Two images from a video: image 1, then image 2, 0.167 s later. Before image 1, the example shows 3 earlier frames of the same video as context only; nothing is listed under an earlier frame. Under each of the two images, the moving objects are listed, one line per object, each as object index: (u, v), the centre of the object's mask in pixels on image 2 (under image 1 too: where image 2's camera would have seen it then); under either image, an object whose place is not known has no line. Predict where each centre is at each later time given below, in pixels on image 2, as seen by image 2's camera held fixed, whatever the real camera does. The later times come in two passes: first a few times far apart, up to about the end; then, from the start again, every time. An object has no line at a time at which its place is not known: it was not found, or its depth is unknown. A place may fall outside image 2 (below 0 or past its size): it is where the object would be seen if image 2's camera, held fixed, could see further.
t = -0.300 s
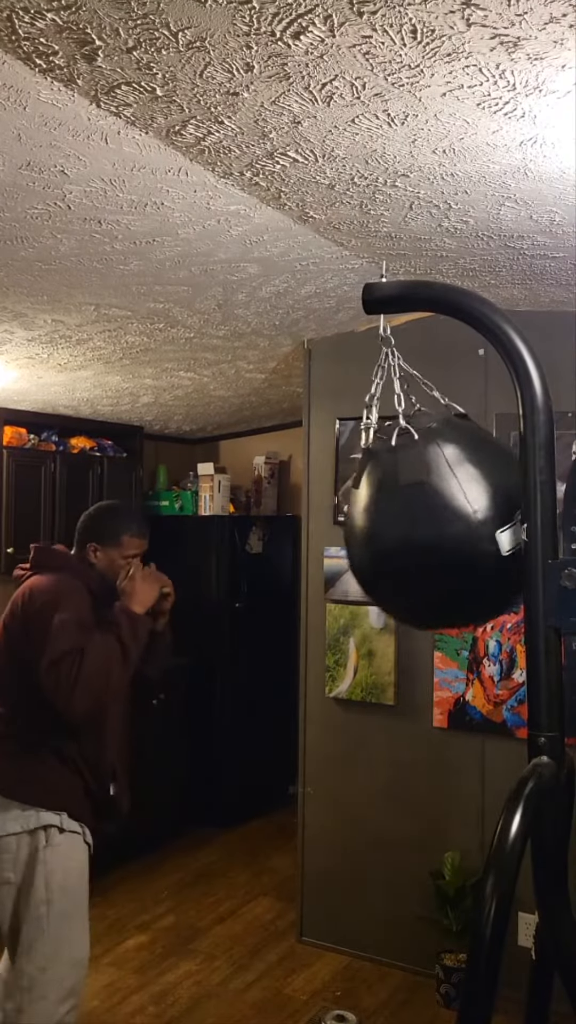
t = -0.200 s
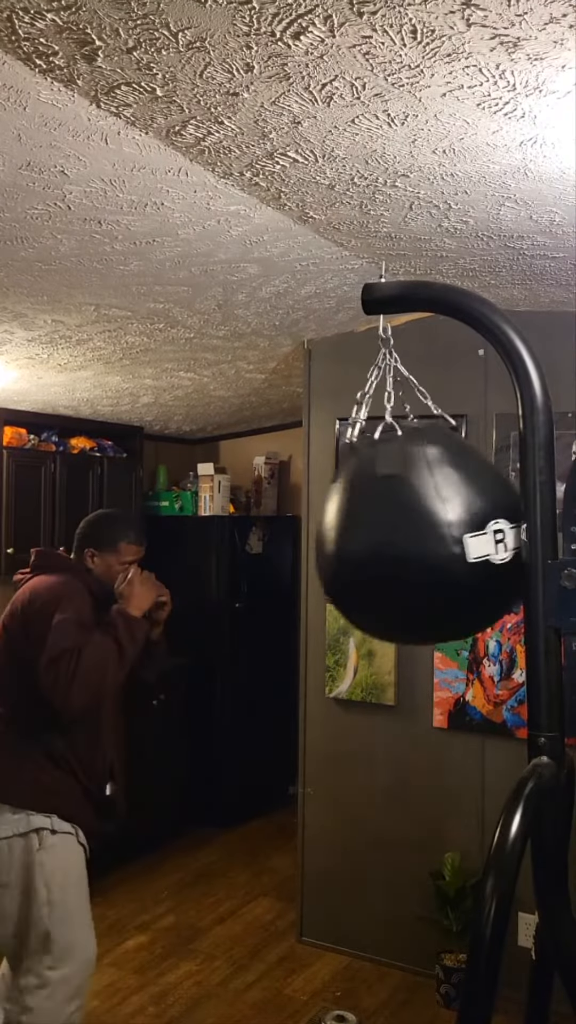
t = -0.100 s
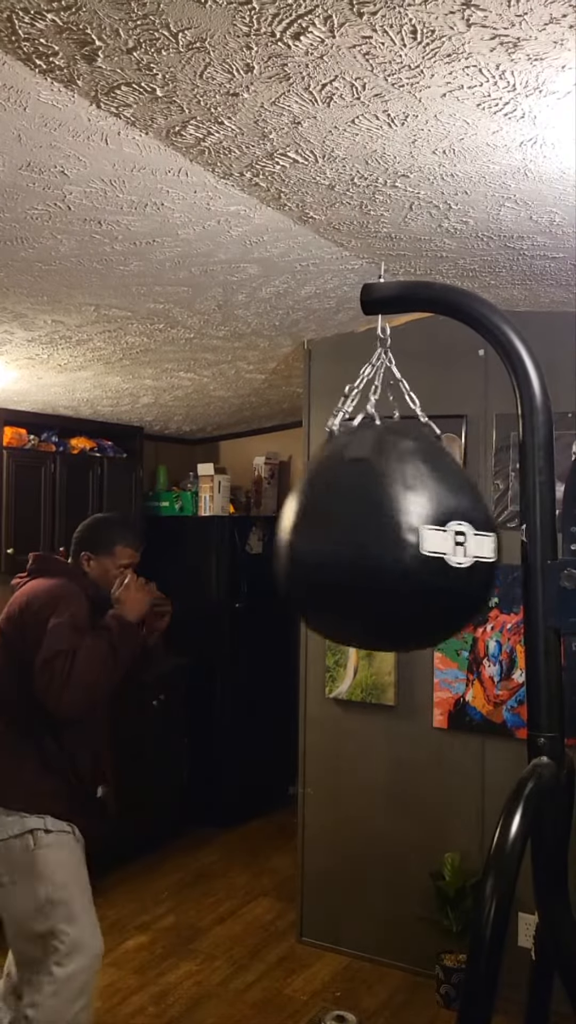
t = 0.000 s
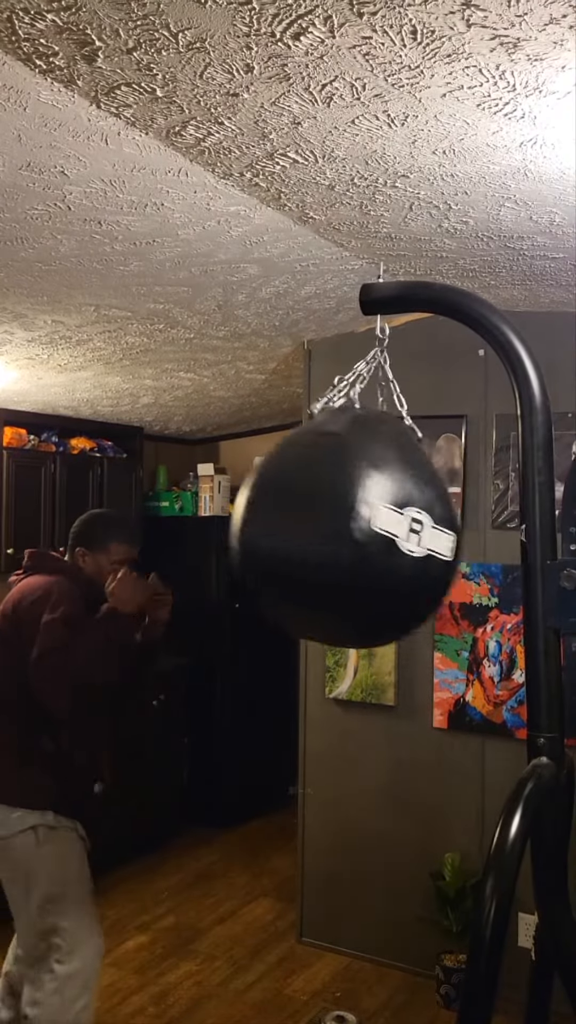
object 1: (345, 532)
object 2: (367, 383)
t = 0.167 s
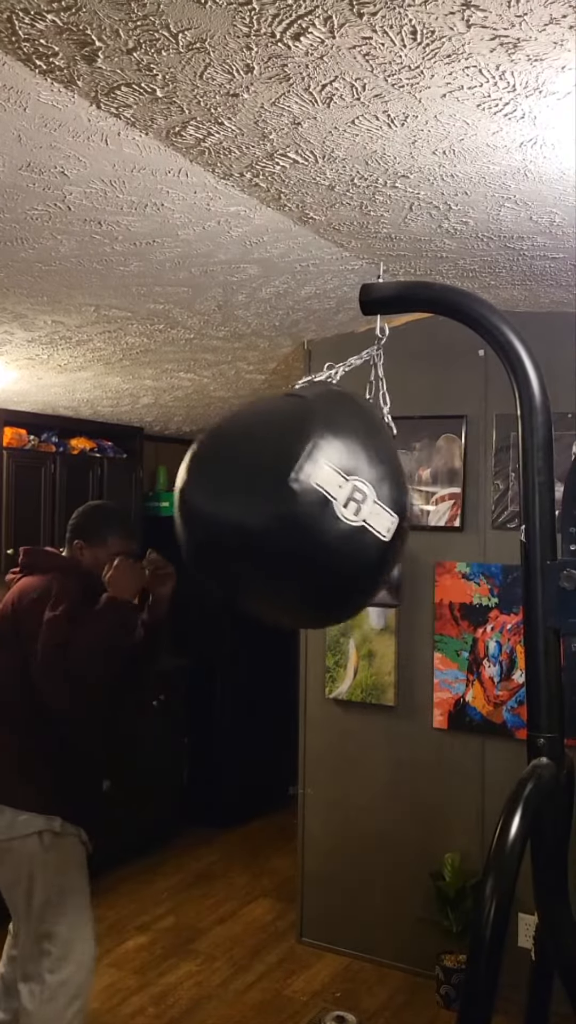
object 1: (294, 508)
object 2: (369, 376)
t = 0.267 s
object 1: (281, 505)
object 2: (368, 376)
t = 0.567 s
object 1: (337, 538)
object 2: (359, 388)
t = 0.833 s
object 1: (431, 525)
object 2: (388, 396)
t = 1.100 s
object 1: (449, 511)
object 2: (397, 392)
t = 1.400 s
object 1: (390, 541)
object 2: (375, 391)
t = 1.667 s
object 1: (295, 518)
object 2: (355, 374)
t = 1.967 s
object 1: (304, 524)
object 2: (358, 379)
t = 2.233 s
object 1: (397, 542)
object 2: (385, 393)
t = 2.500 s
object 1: (450, 519)
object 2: (403, 390)
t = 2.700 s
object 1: (445, 524)
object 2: (397, 390)
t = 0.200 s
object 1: (288, 505)
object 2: (369, 375)
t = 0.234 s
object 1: (285, 502)
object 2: (368, 375)
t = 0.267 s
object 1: (281, 505)
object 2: (368, 376)
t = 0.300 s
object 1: (280, 505)
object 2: (368, 375)
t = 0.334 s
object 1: (282, 507)
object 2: (368, 375)
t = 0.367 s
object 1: (286, 509)
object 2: (367, 379)
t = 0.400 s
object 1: (290, 515)
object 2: (354, 370)
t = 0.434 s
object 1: (296, 520)
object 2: (354, 373)
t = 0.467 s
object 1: (304, 524)
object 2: (355, 375)
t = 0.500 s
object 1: (314, 529)
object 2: (356, 380)
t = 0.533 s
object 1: (325, 534)
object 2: (358, 383)
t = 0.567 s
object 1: (337, 538)
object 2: (359, 388)
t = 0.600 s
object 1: (350, 541)
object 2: (362, 391)
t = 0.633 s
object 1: (363, 542)
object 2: (366, 393)
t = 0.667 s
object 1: (376, 542)
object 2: (370, 394)
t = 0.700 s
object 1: (390, 540)
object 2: (374, 395)
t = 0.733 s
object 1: (403, 537)
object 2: (379, 395)
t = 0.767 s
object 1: (414, 534)
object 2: (382, 394)
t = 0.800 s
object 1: (424, 530)
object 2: (385, 394)
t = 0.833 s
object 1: (431, 525)
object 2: (388, 396)
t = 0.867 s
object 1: (437, 520)
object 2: (391, 392)
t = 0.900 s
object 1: (441, 516)
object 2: (393, 391)
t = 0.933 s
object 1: (445, 513)
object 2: (395, 390)
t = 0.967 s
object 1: (447, 511)
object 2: (396, 390)
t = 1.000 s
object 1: (449, 510)
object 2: (397, 390)
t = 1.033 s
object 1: (450, 510)
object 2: (397, 390)
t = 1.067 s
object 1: (450, 510)
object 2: (397, 389)
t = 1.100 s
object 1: (449, 511)
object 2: (397, 392)
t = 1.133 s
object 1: (448, 514)
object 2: (396, 392)
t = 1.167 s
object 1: (446, 518)
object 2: (395, 393)
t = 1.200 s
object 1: (443, 523)
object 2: (393, 393)
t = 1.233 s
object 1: (438, 527)
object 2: (391, 393)
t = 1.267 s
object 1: (432, 531)
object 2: (389, 394)
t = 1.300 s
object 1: (425, 535)
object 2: (386, 394)
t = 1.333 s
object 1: (416, 539)
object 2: (382, 393)
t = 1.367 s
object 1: (404, 541)
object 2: (379, 393)
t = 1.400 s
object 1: (390, 541)
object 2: (375, 391)
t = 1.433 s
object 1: (376, 541)
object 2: (372, 388)
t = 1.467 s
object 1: (362, 540)
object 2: (368, 387)
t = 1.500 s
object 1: (349, 538)
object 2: (365, 385)
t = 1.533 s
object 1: (336, 534)
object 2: (361, 383)
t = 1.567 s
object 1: (324, 530)
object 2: (359, 380)
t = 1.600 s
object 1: (313, 526)
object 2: (358, 378)
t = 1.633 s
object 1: (303, 523)
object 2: (356, 376)
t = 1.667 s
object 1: (295, 518)
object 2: (355, 374)
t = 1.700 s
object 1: (289, 516)
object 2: (353, 373)
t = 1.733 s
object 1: (284, 513)
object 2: (354, 372)
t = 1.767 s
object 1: (282, 511)
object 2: (352, 373)
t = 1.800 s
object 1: (282, 510)
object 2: (353, 372)
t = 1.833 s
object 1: (283, 510)
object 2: (353, 374)
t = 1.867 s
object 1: (286, 513)
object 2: (354, 376)
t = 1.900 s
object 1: (290, 516)
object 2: (353, 377)
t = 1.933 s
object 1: (296, 520)
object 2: (355, 378)
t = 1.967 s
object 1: (304, 524)
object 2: (358, 379)
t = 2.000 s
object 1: (313, 528)
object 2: (360, 380)
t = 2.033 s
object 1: (323, 533)
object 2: (362, 382)
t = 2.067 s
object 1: (334, 537)
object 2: (364, 383)
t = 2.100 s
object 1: (346, 540)
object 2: (368, 386)
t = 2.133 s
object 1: (357, 543)
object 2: (372, 389)
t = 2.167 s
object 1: (372, 542)
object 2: (377, 390)
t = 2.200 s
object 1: (385, 543)
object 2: (382, 391)
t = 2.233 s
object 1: (397, 542)
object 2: (385, 393)
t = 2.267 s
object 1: (410, 539)
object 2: (388, 393)
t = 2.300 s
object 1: (419, 537)
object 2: (389, 391)
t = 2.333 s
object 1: (428, 534)
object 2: (392, 391)
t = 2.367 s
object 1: (435, 530)
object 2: (386, 391)
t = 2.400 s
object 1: (440, 527)
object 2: (389, 391)
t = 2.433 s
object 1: (445, 524)
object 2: (391, 391)
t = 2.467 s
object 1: (448, 521)
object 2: (401, 391)
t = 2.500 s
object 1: (450, 519)
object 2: (403, 390)
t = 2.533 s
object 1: (451, 518)
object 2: (397, 390)
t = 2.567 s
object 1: (451, 518)
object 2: (398, 391)
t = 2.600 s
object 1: (451, 518)
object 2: (398, 391)
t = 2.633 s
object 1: (450, 519)
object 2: (398, 391)
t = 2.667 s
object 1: (448, 521)
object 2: (398, 391)
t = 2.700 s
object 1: (445, 524)
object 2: (397, 390)
